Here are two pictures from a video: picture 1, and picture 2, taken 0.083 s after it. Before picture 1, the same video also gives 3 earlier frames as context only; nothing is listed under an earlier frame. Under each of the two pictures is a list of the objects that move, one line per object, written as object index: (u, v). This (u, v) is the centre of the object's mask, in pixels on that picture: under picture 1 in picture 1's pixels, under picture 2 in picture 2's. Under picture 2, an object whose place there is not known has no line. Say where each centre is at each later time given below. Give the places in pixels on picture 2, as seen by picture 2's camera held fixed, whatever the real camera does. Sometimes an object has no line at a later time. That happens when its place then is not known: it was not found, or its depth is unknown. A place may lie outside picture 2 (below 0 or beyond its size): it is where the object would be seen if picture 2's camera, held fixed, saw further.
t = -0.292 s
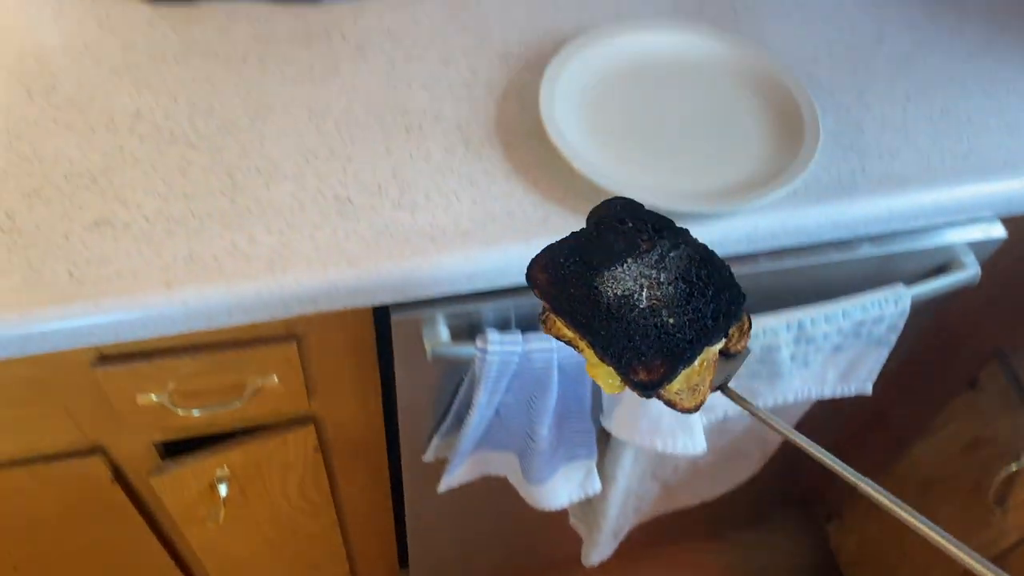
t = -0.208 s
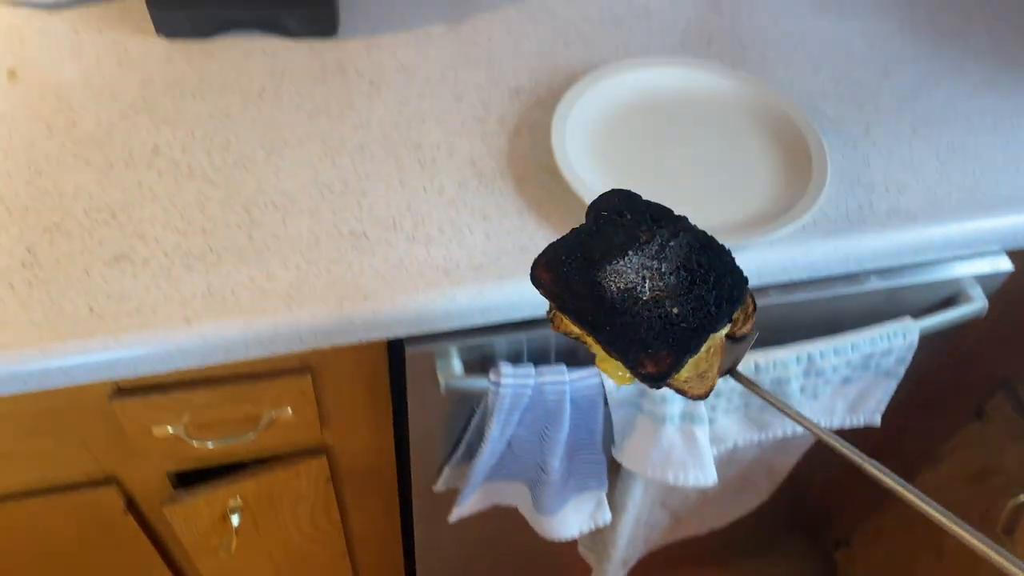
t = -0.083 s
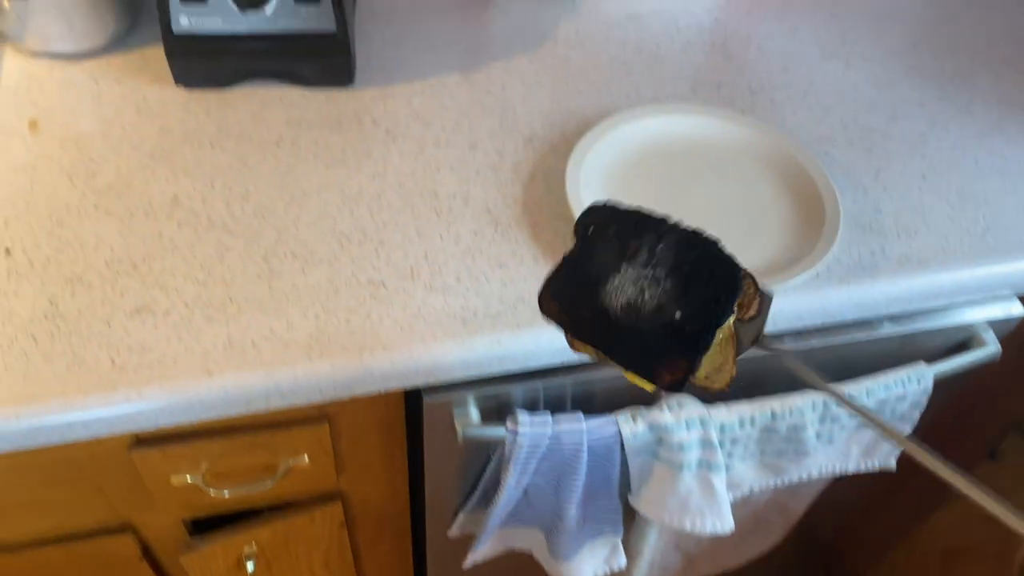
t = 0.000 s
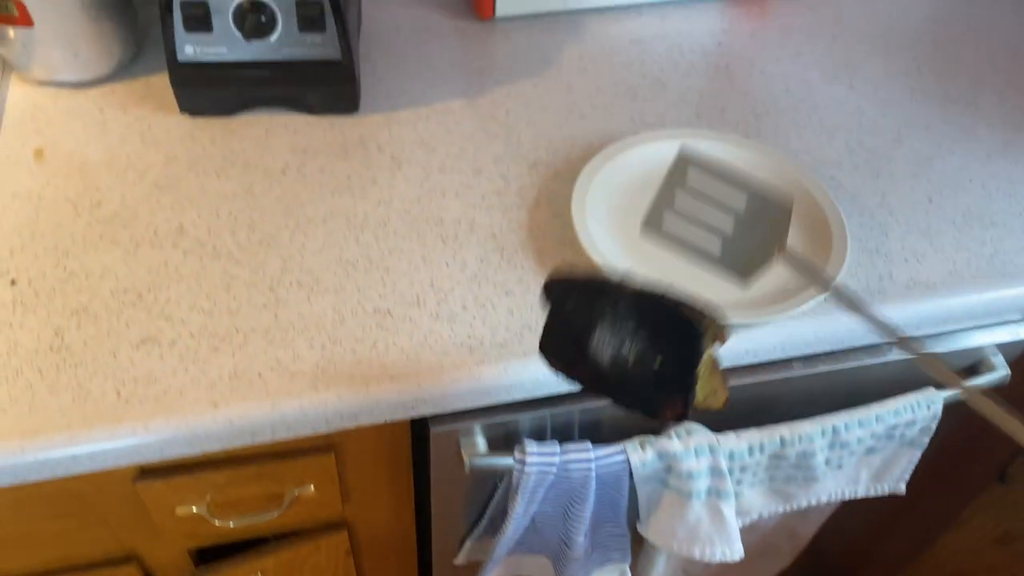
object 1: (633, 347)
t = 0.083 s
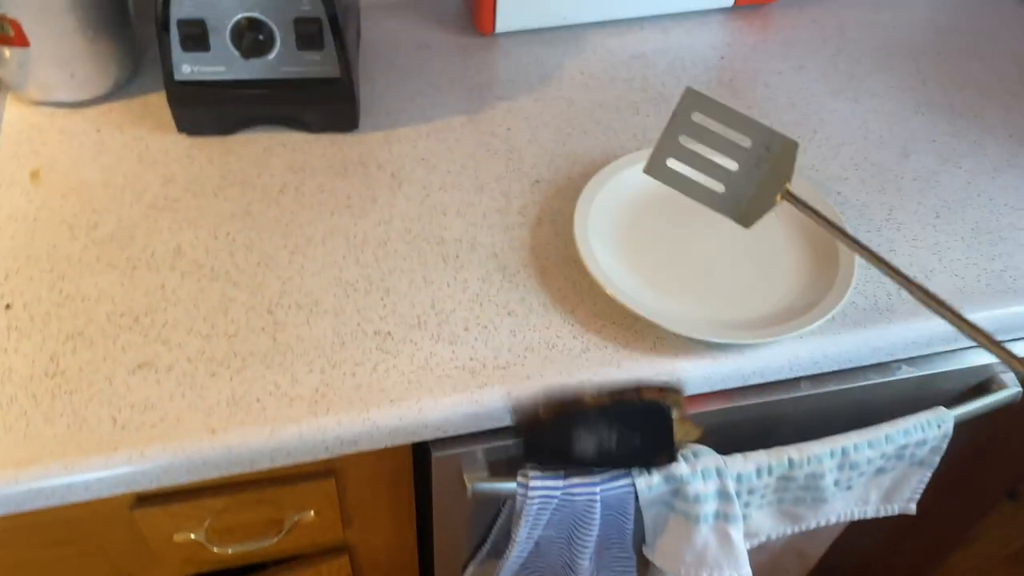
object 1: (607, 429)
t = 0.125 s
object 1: (617, 441)
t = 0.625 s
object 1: (633, 445)
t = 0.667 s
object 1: (635, 449)
